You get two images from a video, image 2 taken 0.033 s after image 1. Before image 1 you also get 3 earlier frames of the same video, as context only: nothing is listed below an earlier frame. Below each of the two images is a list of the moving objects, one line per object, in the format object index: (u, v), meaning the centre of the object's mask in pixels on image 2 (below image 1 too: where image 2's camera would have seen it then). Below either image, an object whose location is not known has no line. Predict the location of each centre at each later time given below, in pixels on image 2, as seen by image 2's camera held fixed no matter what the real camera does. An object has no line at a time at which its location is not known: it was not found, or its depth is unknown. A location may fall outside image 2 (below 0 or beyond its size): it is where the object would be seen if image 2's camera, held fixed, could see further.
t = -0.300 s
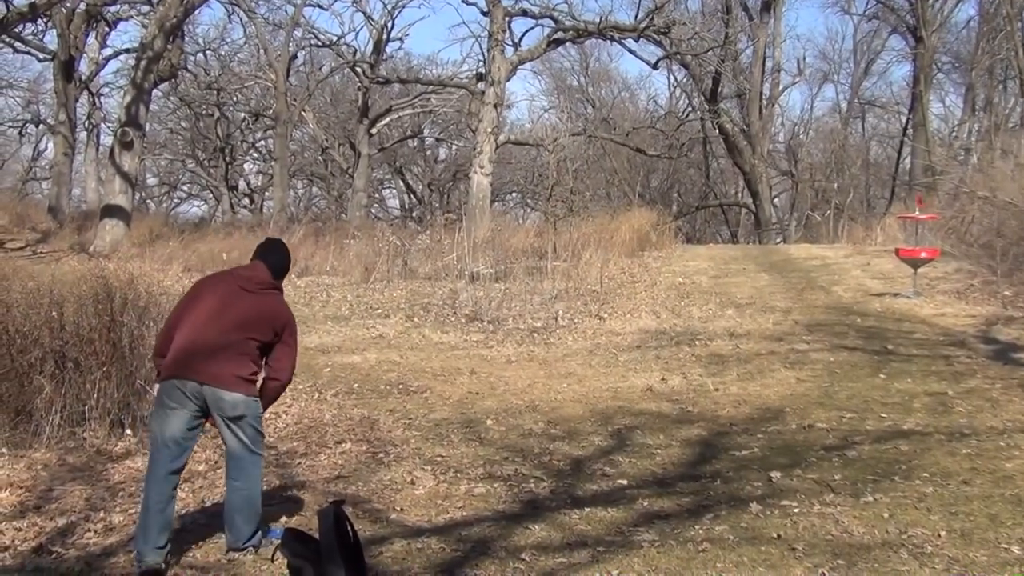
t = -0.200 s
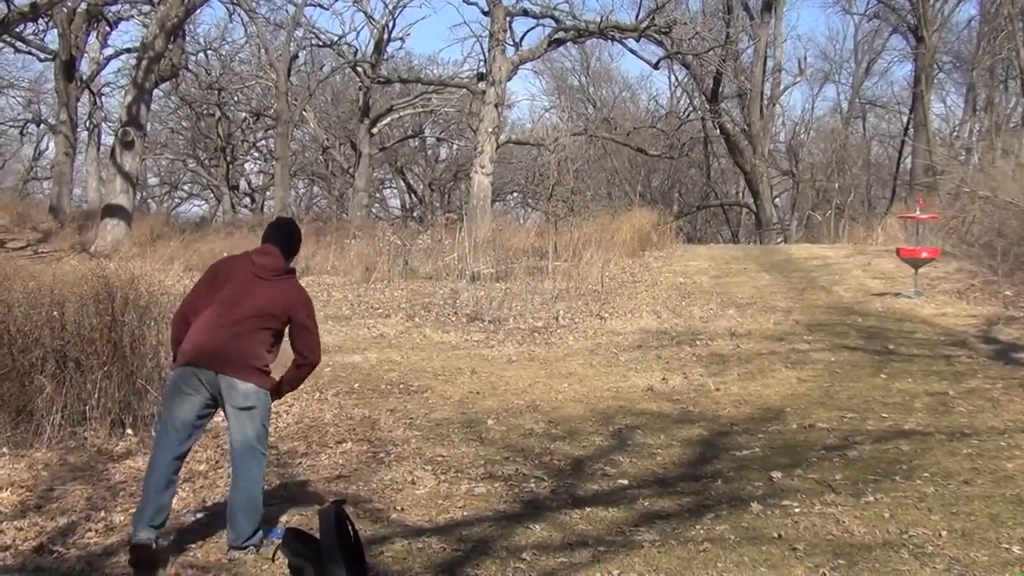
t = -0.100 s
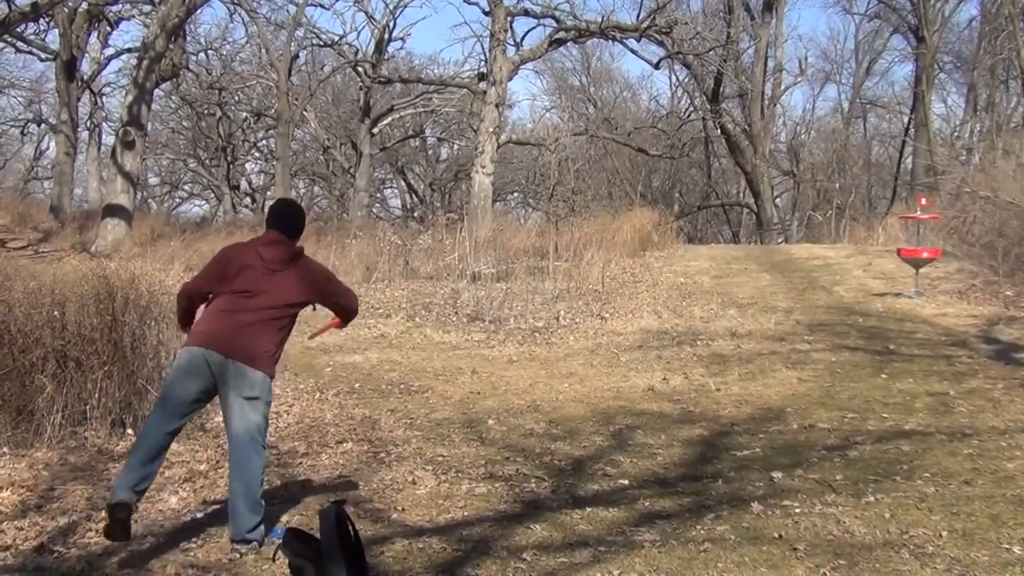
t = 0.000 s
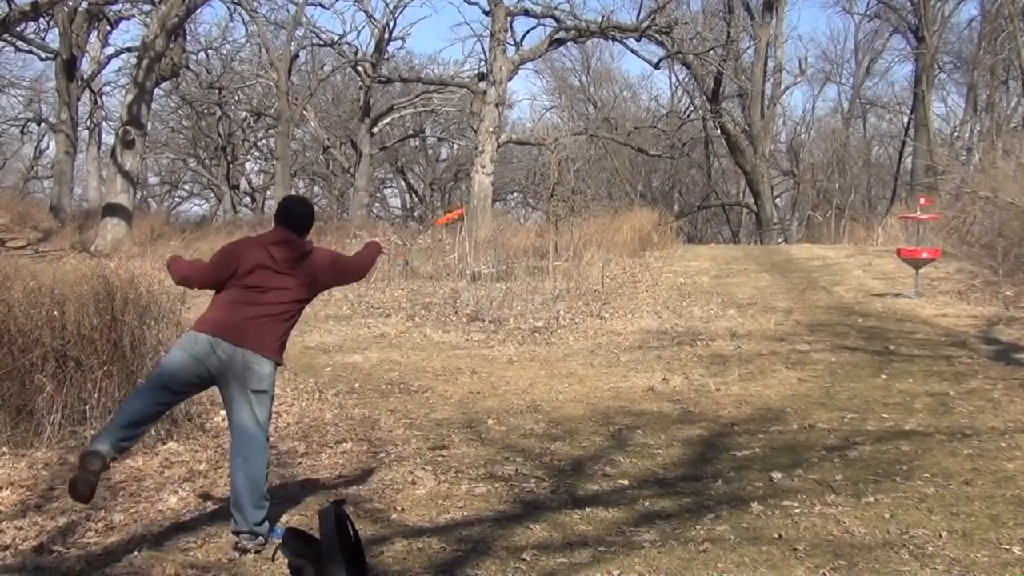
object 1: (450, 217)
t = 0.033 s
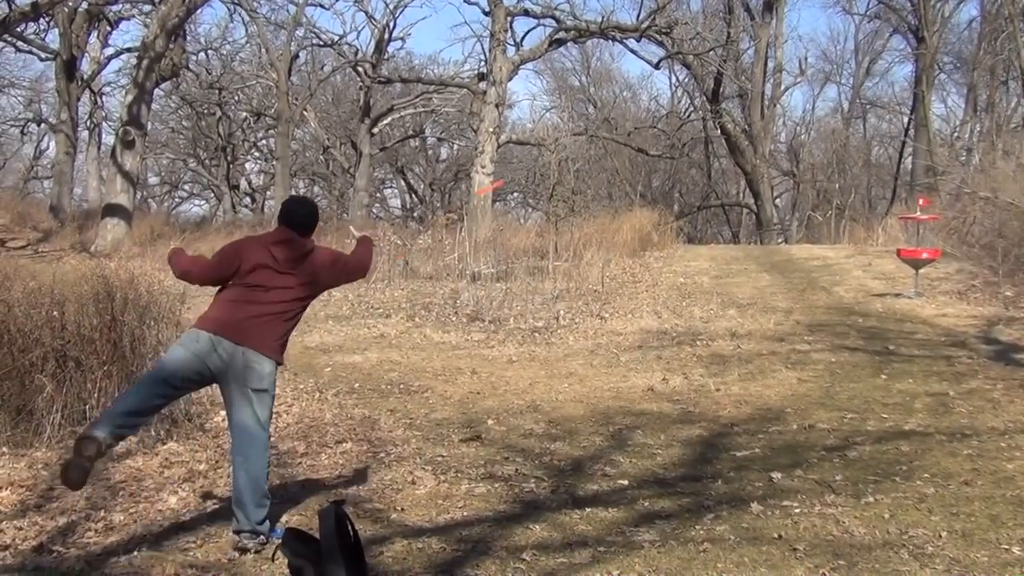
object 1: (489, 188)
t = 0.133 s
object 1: (601, 123)
